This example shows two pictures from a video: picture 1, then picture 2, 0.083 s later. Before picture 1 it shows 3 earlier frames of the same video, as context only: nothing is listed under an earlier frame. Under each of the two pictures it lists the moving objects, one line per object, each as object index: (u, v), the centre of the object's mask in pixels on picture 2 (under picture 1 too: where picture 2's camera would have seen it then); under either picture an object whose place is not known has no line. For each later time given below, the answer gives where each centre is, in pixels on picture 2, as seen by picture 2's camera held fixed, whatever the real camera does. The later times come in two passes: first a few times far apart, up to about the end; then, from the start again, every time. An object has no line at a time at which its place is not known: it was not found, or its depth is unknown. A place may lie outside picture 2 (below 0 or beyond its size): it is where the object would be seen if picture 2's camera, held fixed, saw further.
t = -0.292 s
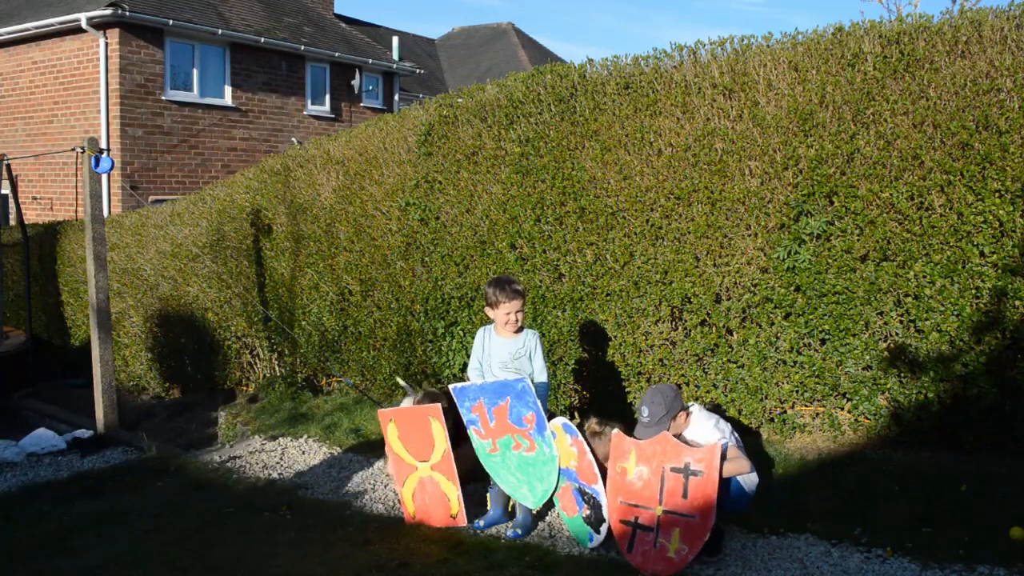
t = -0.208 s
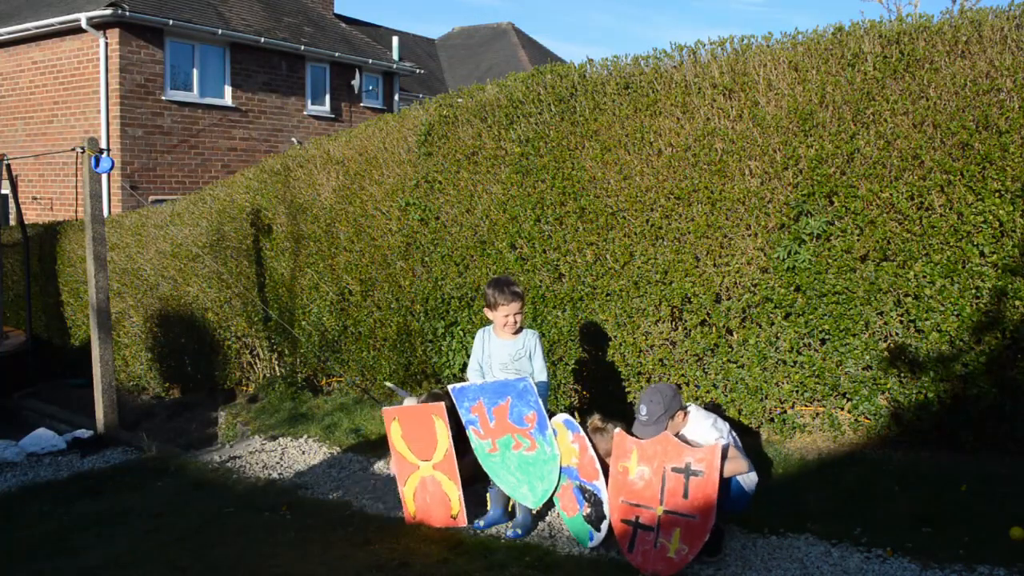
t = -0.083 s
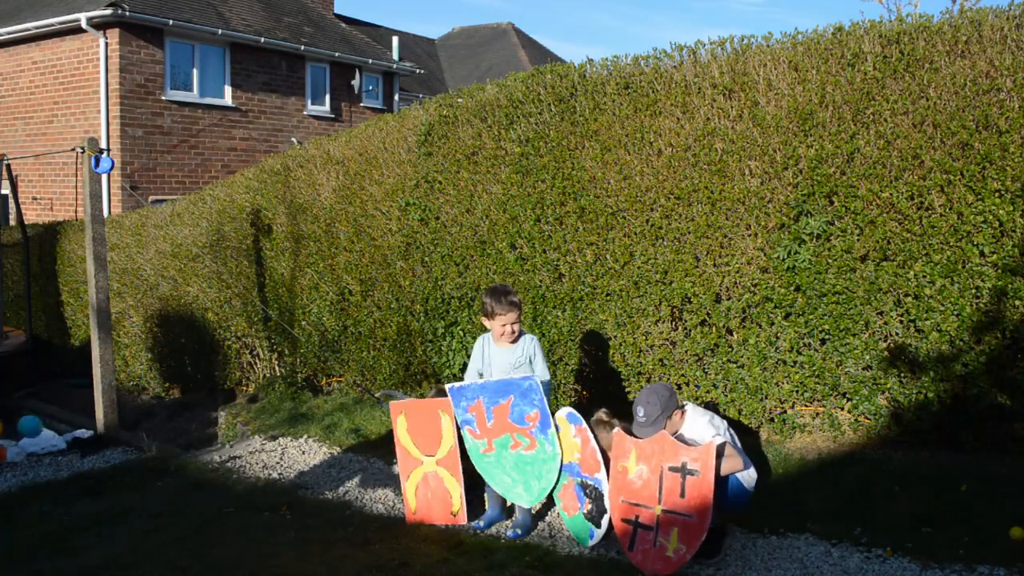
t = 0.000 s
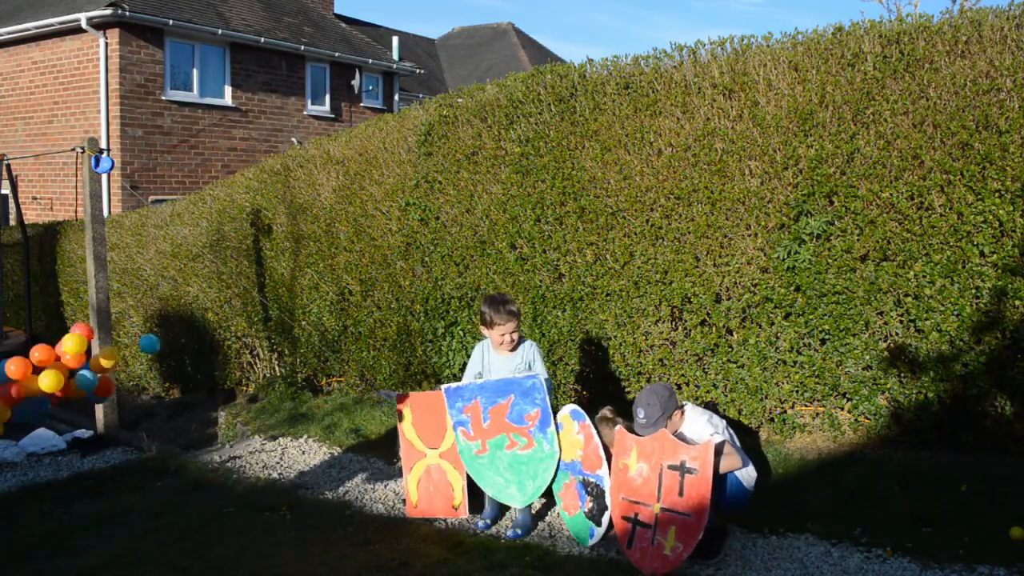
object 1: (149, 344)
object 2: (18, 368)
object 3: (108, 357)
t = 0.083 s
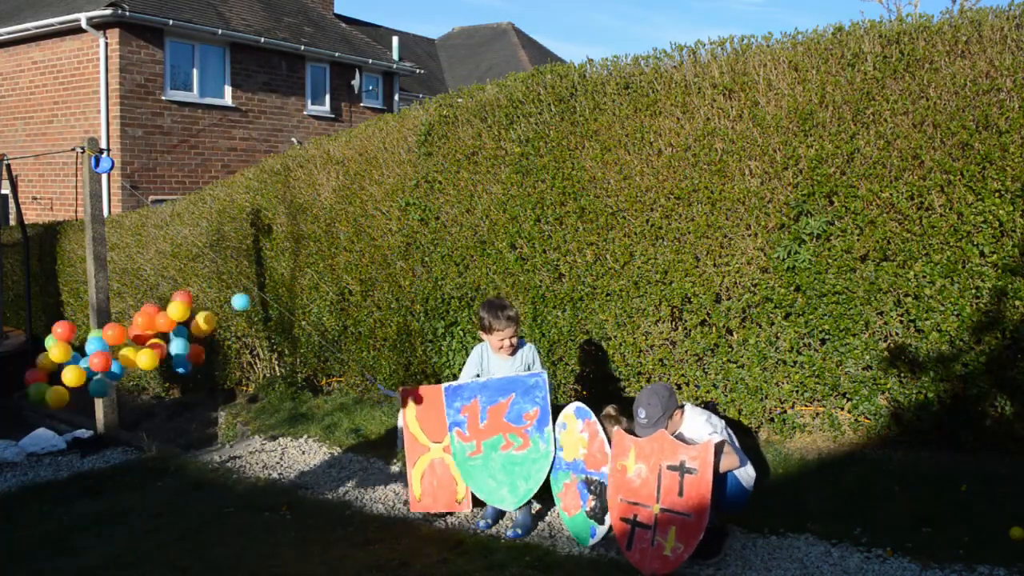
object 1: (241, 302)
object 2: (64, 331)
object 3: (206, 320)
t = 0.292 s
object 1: (393, 300)
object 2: (226, 350)
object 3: (377, 330)
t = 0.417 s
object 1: (450, 344)
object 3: (451, 378)
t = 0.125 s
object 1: (278, 291)
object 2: (100, 324)
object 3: (246, 312)
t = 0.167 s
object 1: (312, 286)
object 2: (133, 323)
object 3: (283, 309)
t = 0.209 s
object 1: (342, 287)
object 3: (317, 311)
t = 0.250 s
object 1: (369, 292)
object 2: (198, 337)
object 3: (349, 318)
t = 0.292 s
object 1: (393, 300)
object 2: (226, 350)
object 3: (377, 330)
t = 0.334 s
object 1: (414, 313)
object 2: (253, 365)
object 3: (404, 343)
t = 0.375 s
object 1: (434, 327)
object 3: (429, 360)
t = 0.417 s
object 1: (450, 344)
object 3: (451, 378)
